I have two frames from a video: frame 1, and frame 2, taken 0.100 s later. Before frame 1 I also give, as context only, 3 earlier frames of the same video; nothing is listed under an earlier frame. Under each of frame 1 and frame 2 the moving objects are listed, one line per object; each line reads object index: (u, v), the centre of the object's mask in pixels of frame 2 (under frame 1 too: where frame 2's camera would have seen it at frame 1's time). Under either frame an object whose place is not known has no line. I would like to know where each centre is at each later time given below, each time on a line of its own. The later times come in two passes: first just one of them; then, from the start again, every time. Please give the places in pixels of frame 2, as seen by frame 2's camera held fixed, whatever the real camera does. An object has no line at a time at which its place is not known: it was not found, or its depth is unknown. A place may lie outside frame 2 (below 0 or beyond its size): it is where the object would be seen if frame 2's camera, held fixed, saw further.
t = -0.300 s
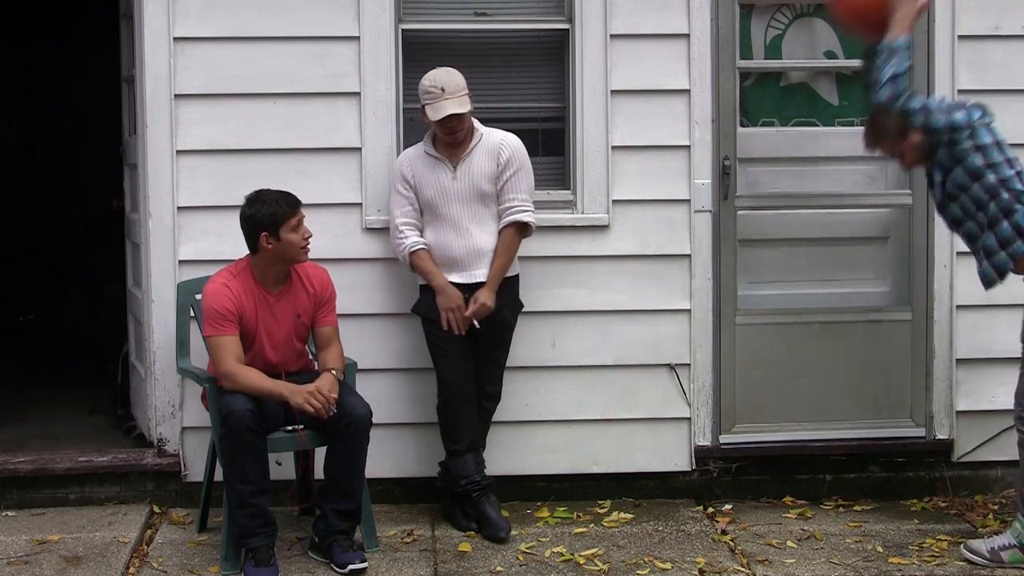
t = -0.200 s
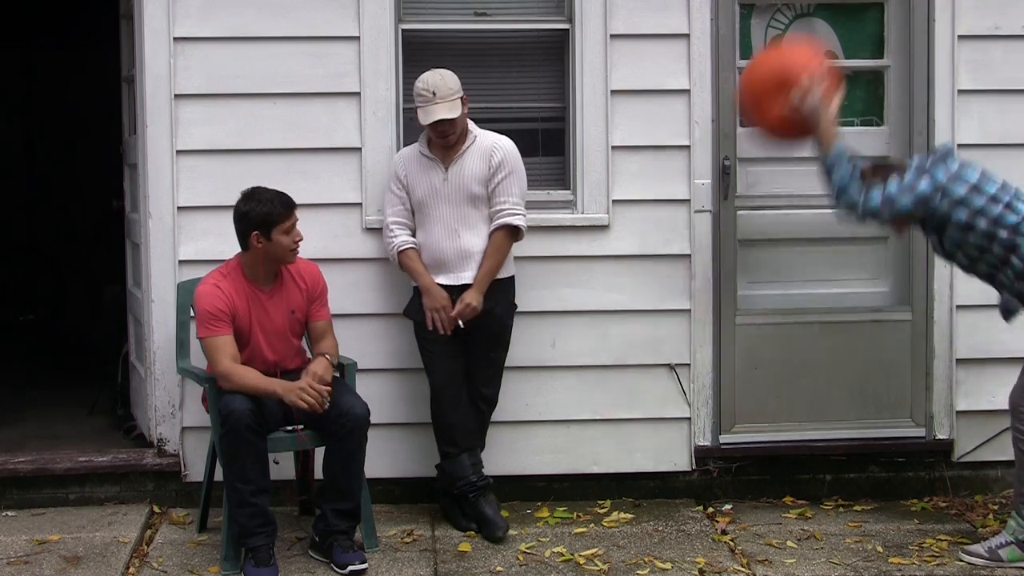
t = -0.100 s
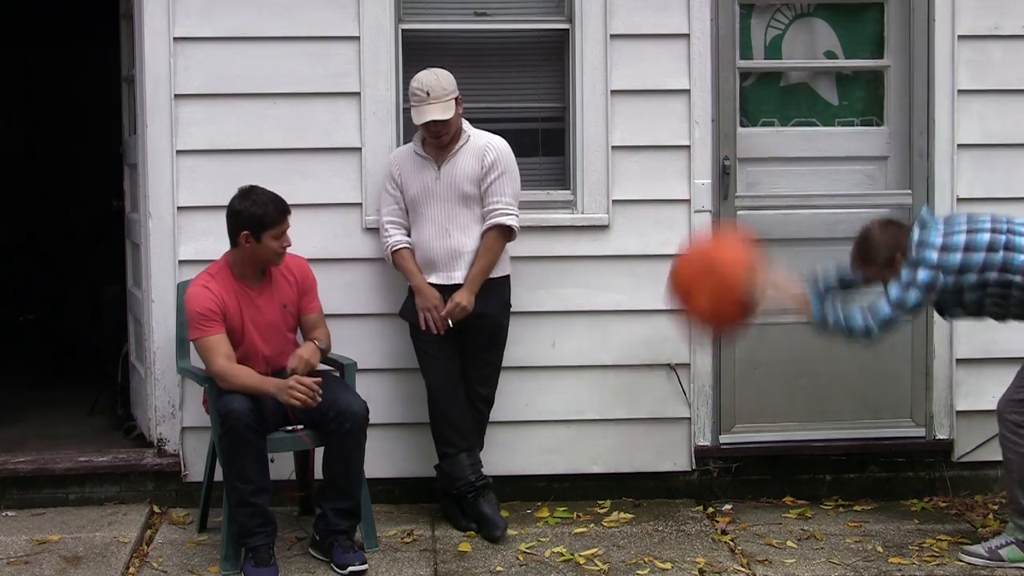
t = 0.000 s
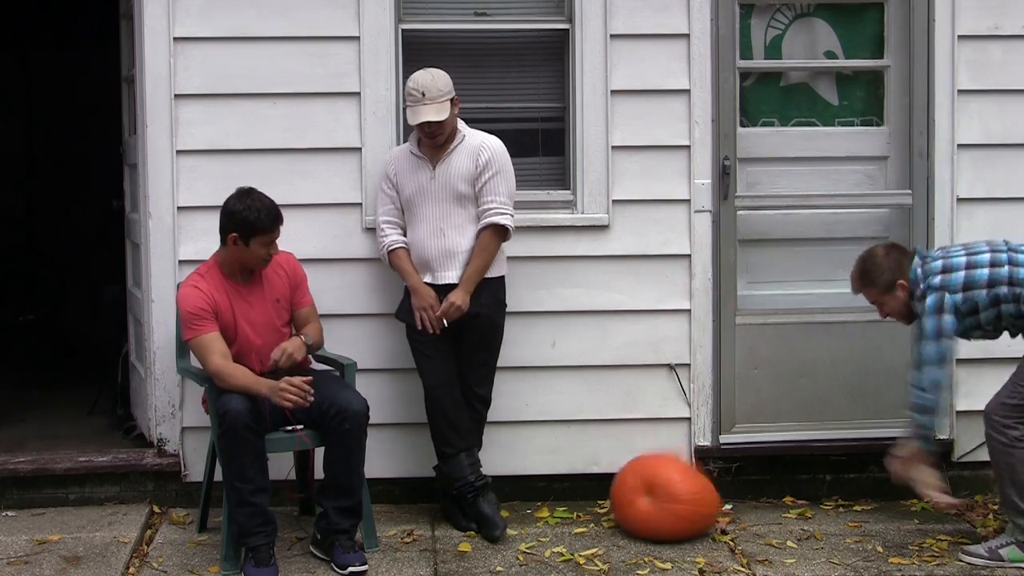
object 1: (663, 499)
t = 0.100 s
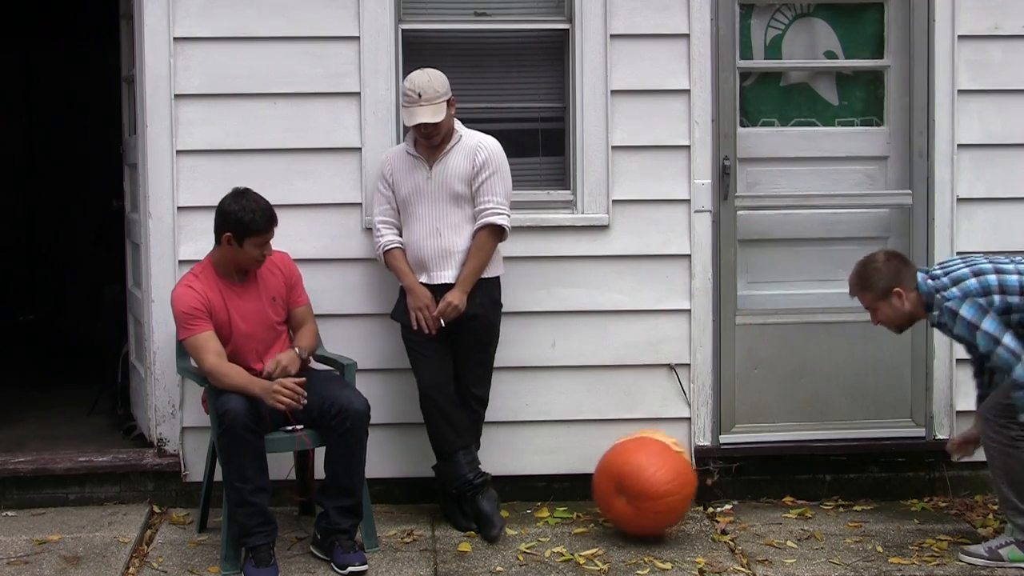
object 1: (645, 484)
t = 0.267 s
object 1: (610, 493)
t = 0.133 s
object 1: (637, 485)
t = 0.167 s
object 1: (629, 489)
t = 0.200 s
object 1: (622, 495)
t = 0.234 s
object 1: (616, 495)
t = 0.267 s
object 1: (610, 493)
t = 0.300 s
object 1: (603, 494)
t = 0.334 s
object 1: (597, 496)
